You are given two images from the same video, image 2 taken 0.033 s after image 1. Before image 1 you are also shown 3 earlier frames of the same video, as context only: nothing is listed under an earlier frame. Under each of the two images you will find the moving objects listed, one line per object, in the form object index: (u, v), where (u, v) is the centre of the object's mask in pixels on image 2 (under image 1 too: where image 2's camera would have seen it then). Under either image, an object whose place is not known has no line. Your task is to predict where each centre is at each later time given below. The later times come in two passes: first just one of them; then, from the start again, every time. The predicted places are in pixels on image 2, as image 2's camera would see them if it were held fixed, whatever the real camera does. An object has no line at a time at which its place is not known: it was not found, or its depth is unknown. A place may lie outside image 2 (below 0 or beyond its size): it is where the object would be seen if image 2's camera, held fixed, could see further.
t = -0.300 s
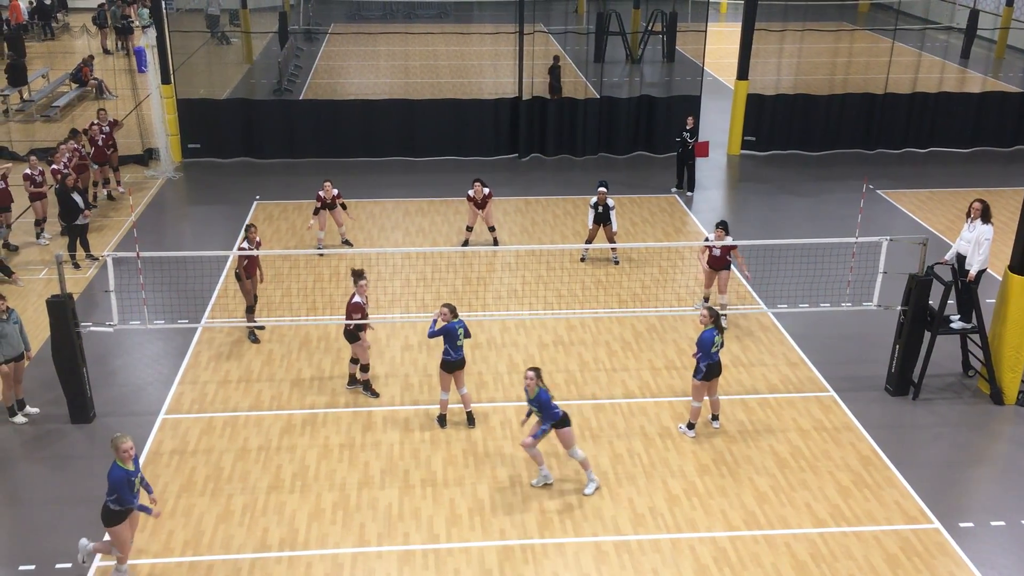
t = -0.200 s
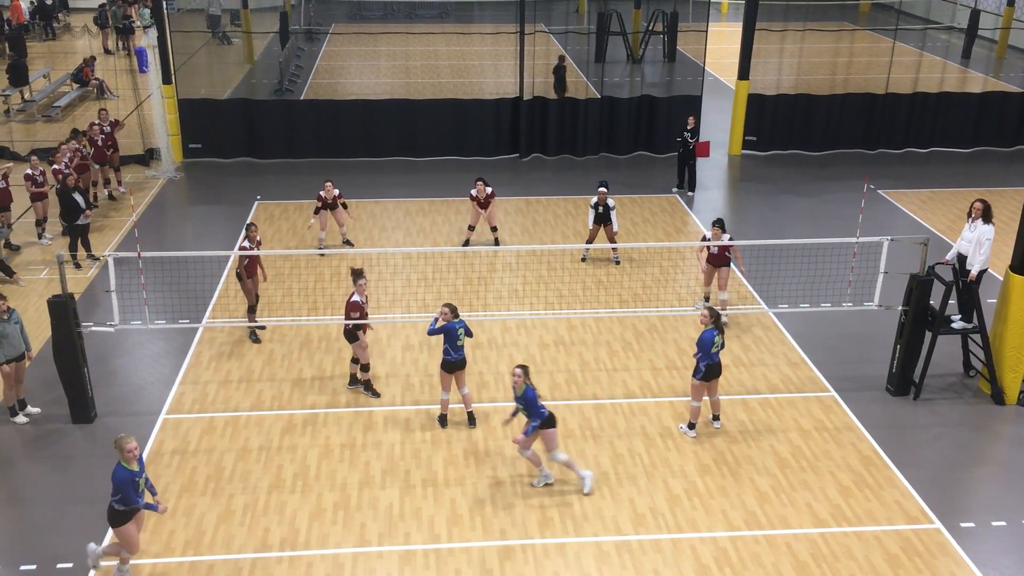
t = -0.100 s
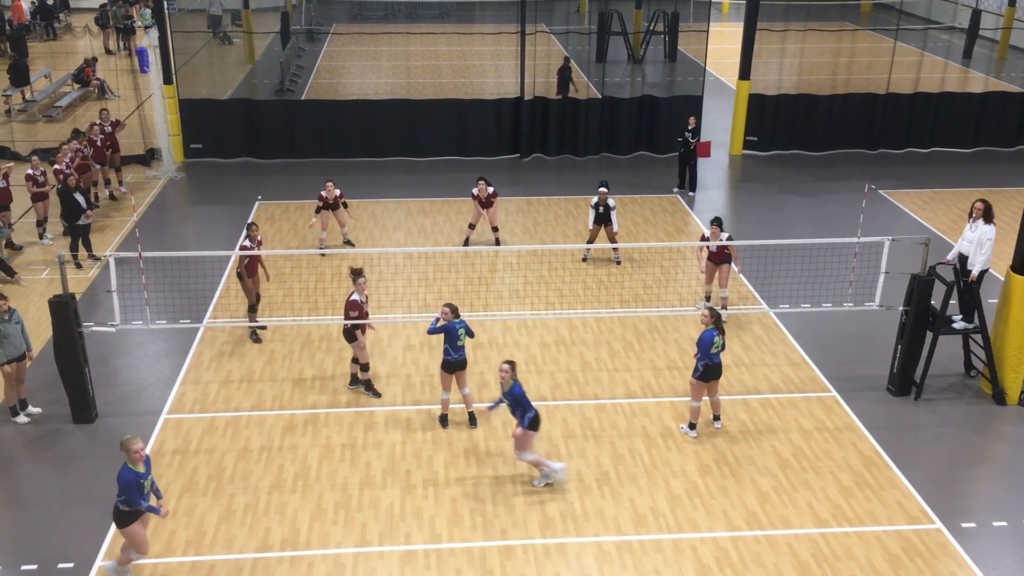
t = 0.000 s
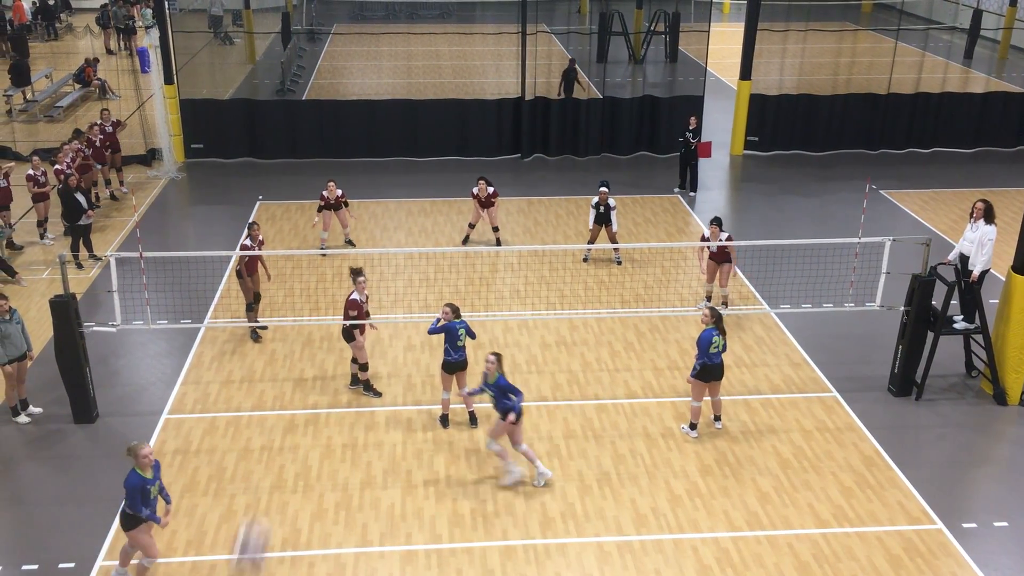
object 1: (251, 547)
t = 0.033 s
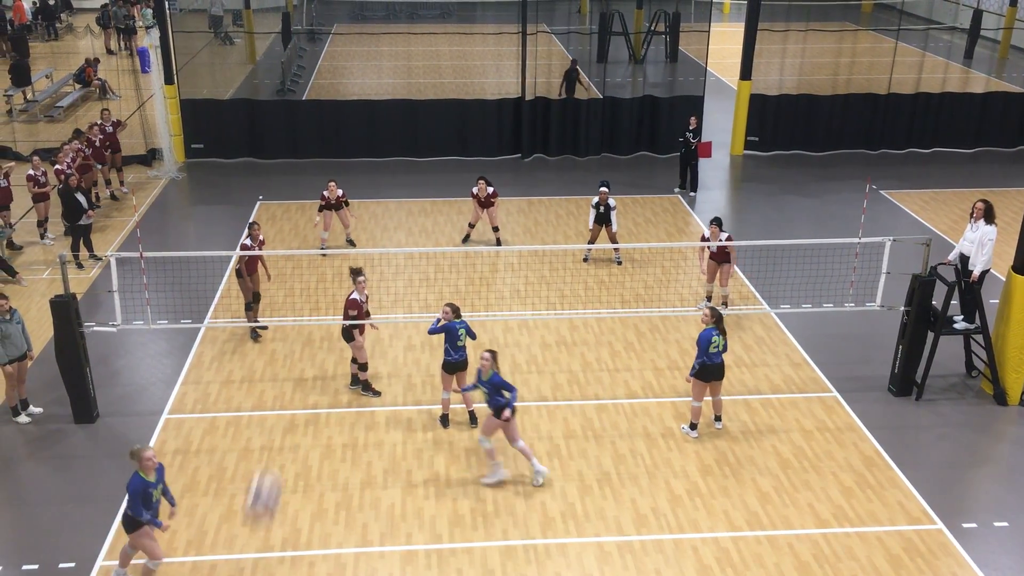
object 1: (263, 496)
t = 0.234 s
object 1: (324, 300)
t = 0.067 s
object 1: (275, 452)
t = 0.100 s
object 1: (285, 414)
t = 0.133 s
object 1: (296, 379)
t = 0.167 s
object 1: (306, 349)
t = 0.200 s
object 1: (315, 323)
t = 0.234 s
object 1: (324, 300)
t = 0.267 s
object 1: (333, 280)
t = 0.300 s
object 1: (341, 264)
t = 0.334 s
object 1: (349, 250)
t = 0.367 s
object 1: (356, 237)
